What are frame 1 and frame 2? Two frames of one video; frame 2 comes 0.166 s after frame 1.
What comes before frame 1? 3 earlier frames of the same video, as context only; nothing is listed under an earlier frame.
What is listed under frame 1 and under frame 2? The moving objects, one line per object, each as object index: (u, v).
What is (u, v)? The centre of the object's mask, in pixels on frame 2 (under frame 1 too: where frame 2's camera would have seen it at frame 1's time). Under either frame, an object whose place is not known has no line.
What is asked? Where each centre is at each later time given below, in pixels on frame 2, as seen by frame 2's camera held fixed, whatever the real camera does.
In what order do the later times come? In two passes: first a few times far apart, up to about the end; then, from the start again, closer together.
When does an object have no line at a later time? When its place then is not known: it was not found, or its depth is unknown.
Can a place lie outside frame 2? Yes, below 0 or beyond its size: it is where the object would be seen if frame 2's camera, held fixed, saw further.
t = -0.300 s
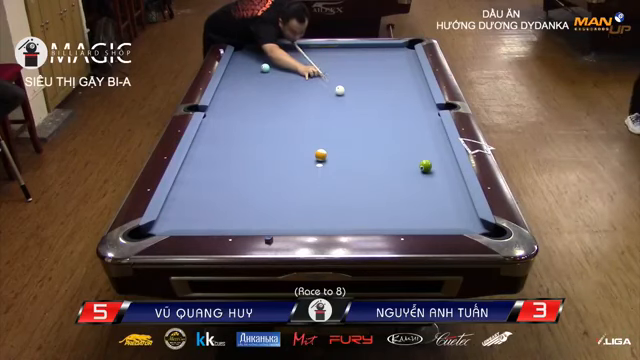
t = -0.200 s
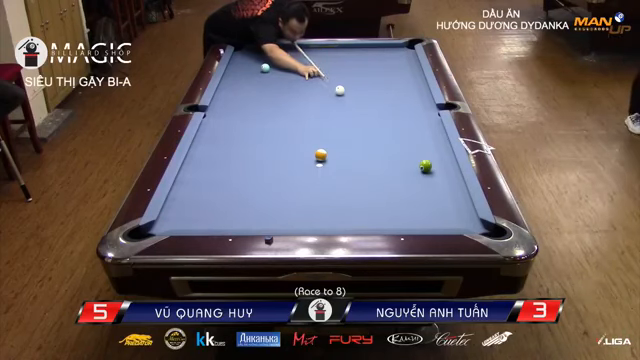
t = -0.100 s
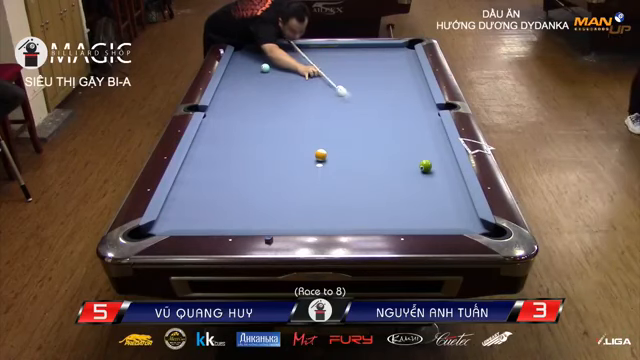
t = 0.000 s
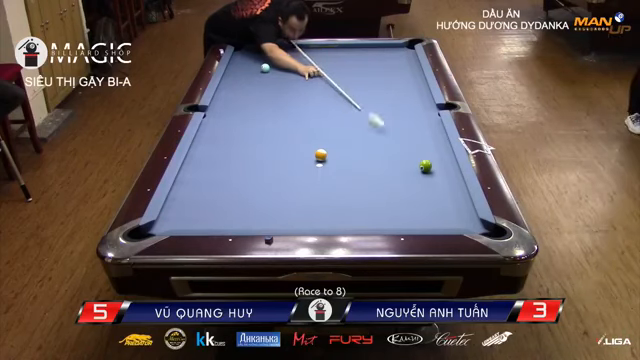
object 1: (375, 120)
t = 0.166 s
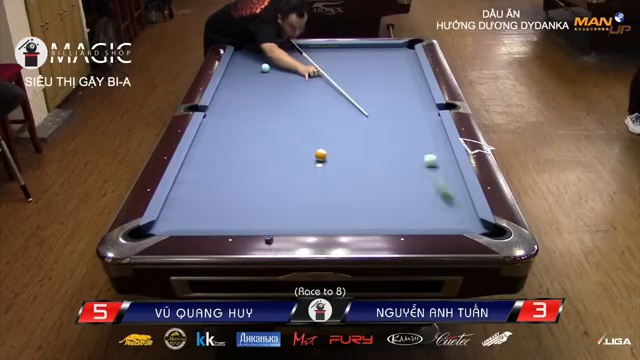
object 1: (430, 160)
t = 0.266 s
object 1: (442, 159)
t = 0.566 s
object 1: (438, 153)
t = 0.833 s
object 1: (424, 148)
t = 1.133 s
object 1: (411, 142)
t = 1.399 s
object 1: (400, 138)
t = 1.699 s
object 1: (389, 134)
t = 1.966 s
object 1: (380, 131)
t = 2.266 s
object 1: (372, 127)
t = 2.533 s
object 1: (365, 125)
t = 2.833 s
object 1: (359, 122)
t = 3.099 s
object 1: (354, 120)
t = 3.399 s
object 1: (350, 118)
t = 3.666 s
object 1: (346, 117)
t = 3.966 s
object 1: (344, 116)
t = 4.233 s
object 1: (342, 115)
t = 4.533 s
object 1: (341, 115)
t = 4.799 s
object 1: (341, 115)
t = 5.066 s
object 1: (341, 114)
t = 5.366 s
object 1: (341, 115)
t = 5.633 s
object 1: (341, 115)
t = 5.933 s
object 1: (341, 115)
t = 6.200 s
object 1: (341, 115)
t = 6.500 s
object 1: (341, 115)
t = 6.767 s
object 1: (341, 114)
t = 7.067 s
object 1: (341, 115)
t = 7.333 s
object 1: (341, 115)
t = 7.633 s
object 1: (341, 115)
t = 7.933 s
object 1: (341, 115)
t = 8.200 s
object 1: (341, 114)
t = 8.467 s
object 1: (341, 115)
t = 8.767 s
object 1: (341, 115)
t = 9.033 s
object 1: (341, 115)
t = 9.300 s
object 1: (341, 114)
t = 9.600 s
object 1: (341, 115)
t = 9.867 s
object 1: (341, 115)
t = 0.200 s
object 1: (434, 160)
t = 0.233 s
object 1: (438, 160)
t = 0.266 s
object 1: (442, 159)
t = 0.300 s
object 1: (445, 159)
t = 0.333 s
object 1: (448, 158)
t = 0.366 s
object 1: (449, 158)
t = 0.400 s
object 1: (447, 157)
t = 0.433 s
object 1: (446, 156)
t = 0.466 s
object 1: (443, 156)
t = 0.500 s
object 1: (441, 155)
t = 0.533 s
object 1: (440, 154)
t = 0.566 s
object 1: (438, 153)
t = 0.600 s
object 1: (436, 153)
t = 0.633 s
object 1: (434, 152)
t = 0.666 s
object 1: (433, 151)
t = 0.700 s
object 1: (431, 151)
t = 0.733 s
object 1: (430, 150)
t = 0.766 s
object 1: (428, 149)
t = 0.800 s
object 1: (426, 148)
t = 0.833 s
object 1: (424, 148)
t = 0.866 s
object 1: (422, 147)
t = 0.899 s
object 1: (421, 147)
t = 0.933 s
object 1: (419, 146)
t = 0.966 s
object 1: (418, 145)
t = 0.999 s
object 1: (416, 145)
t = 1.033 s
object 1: (415, 144)
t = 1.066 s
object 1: (413, 143)
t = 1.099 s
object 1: (412, 143)
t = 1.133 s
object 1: (411, 142)
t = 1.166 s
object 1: (409, 142)
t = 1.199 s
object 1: (408, 141)
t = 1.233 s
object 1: (407, 141)
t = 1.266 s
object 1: (405, 140)
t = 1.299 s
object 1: (404, 139)
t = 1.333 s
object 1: (403, 139)
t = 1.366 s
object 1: (401, 138)
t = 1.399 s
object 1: (400, 138)
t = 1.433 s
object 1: (399, 138)
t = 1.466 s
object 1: (397, 137)
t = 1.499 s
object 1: (396, 136)
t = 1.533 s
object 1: (395, 136)
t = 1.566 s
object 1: (394, 135)
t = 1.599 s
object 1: (392, 135)
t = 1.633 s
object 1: (391, 134)
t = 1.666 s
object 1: (390, 134)
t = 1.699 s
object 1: (389, 134)
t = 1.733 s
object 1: (388, 133)
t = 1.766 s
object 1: (387, 133)
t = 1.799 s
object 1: (386, 133)
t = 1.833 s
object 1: (385, 132)
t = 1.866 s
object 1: (383, 132)
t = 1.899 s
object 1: (382, 131)
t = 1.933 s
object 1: (381, 131)
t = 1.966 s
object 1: (380, 131)
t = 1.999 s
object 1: (379, 130)
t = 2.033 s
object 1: (379, 130)
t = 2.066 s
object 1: (378, 129)
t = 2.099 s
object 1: (376, 129)
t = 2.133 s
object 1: (376, 129)
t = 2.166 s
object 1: (375, 128)
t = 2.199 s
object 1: (374, 128)
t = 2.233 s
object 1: (373, 127)
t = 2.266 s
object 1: (372, 127)
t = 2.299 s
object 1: (371, 126)
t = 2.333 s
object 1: (370, 127)
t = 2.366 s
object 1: (369, 126)
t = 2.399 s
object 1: (368, 126)
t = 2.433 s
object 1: (368, 125)
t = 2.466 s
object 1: (367, 125)
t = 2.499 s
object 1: (366, 125)
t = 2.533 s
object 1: (365, 125)
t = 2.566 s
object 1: (364, 124)
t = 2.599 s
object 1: (364, 124)
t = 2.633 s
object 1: (363, 124)
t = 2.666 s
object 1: (362, 123)
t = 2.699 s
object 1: (362, 123)
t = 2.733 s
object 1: (361, 123)
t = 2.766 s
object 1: (360, 122)
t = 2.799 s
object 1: (360, 122)
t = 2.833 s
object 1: (359, 122)
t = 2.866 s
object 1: (358, 122)
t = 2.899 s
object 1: (358, 121)
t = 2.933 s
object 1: (357, 121)
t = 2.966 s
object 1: (356, 121)
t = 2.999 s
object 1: (356, 121)
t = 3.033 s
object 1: (355, 120)
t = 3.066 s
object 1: (355, 120)
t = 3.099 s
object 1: (354, 120)
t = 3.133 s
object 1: (354, 120)
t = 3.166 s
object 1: (353, 119)
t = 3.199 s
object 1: (353, 119)
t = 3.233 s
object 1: (352, 119)
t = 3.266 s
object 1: (351, 119)
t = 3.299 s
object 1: (351, 119)
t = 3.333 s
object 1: (350, 118)
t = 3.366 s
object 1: (350, 118)
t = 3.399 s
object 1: (350, 118)
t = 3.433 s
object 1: (349, 118)
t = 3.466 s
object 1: (349, 118)
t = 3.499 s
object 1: (348, 118)
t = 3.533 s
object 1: (348, 118)
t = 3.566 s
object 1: (347, 117)
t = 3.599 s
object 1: (347, 117)
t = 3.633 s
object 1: (346, 117)
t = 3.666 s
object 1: (346, 117)
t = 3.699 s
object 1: (346, 117)
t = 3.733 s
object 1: (346, 117)
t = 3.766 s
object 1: (345, 116)
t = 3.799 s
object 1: (345, 116)
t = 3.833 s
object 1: (345, 116)
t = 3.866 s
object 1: (344, 116)
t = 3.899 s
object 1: (344, 116)
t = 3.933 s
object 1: (344, 116)
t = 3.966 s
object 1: (344, 116)
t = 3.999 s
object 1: (343, 116)
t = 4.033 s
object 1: (343, 116)
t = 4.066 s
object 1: (343, 115)
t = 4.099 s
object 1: (343, 116)
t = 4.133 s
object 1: (343, 115)
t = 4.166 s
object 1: (342, 115)
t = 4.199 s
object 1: (342, 115)
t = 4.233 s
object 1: (342, 115)
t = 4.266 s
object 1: (342, 115)
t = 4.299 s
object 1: (342, 115)
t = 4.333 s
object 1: (341, 115)
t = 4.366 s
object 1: (341, 115)
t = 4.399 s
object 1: (341, 115)
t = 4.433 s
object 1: (341, 115)
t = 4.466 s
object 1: (341, 115)
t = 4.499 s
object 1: (341, 115)
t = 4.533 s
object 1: (341, 115)
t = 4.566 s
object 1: (341, 115)
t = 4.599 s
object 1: (341, 115)
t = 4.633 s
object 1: (341, 115)
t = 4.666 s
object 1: (341, 115)
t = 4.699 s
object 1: (341, 115)
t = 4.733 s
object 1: (341, 114)
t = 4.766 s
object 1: (341, 115)
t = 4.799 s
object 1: (341, 115)
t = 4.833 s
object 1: (341, 114)
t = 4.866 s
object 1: (341, 115)
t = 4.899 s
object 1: (341, 115)
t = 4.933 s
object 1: (341, 115)
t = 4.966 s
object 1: (341, 115)
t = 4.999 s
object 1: (341, 115)
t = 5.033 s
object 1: (341, 115)
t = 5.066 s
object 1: (341, 114)
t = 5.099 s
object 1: (341, 115)
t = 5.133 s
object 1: (341, 115)
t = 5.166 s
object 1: (341, 115)
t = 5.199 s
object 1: (341, 115)
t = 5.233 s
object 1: (341, 115)
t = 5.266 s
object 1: (341, 114)
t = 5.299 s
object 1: (341, 115)
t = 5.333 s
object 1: (341, 115)
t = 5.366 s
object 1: (341, 115)
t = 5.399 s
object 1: (341, 115)
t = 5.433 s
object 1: (341, 114)
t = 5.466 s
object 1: (341, 114)
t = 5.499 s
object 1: (341, 115)
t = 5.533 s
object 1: (341, 114)
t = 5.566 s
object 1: (341, 115)
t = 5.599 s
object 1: (341, 114)
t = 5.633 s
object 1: (341, 115)
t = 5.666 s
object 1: (341, 115)
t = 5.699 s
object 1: (341, 114)
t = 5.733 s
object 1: (341, 114)
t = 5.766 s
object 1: (341, 114)
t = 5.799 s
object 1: (341, 115)
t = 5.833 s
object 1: (341, 114)
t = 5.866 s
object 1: (341, 114)
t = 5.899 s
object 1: (341, 115)
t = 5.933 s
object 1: (341, 115)
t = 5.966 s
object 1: (341, 115)
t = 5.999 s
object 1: (341, 115)
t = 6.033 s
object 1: (341, 115)
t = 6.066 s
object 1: (341, 115)
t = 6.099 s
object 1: (341, 114)
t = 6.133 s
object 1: (341, 115)
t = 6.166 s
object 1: (341, 115)
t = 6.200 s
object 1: (341, 115)
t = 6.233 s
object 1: (341, 114)
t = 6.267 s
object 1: (341, 114)
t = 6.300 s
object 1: (341, 115)
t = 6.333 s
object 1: (341, 114)
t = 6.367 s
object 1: (341, 114)
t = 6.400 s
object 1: (341, 114)
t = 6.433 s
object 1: (341, 115)
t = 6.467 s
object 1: (341, 115)
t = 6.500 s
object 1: (341, 115)
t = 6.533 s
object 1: (341, 115)
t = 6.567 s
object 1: (341, 115)
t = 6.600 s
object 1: (341, 115)
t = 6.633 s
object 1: (341, 114)
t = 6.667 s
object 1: (341, 115)
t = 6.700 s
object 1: (341, 115)
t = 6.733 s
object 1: (341, 115)
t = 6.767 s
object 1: (341, 114)
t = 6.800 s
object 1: (341, 115)
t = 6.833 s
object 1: (341, 114)
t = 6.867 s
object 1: (341, 115)
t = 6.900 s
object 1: (341, 115)
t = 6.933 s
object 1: (341, 114)
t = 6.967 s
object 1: (341, 115)
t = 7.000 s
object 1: (341, 114)
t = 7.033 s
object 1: (341, 114)
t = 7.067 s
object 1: (341, 115)
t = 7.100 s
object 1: (341, 114)
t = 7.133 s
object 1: (341, 115)
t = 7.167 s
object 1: (341, 115)
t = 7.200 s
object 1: (341, 115)
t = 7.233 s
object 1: (341, 115)
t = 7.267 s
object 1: (341, 114)
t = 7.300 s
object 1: (341, 115)
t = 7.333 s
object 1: (341, 115)
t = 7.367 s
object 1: (341, 114)
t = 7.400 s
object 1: (341, 114)
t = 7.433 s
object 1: (341, 114)
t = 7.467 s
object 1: (341, 115)
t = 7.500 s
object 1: (341, 115)
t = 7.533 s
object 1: (341, 115)
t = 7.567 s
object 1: (341, 115)
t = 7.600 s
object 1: (341, 115)
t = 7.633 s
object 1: (341, 115)
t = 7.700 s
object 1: (341, 115)
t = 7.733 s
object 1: (341, 115)
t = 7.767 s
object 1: (341, 115)
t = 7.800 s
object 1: (341, 115)
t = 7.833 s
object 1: (341, 115)
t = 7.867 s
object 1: (341, 115)
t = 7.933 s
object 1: (341, 115)
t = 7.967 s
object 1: (341, 115)
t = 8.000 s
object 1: (341, 115)
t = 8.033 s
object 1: (341, 114)
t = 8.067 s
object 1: (341, 115)
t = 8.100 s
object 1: (341, 115)
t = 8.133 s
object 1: (341, 114)
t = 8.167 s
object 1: (341, 114)
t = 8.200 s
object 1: (341, 114)
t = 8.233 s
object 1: (341, 114)
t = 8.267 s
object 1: (341, 114)
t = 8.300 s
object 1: (341, 115)
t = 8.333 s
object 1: (341, 115)
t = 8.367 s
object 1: (341, 114)
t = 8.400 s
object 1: (341, 114)
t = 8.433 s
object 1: (341, 115)
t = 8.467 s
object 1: (341, 115)
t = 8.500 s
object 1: (341, 115)
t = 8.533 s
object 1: (341, 115)
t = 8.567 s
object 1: (341, 114)
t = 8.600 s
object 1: (341, 115)
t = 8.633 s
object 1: (341, 114)
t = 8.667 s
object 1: (341, 114)
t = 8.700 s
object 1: (341, 115)
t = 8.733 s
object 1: (341, 115)
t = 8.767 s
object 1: (341, 115)
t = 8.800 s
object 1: (341, 115)
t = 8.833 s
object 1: (341, 115)
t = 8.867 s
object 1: (341, 114)
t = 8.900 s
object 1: (341, 114)
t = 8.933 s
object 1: (341, 115)
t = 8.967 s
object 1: (341, 114)
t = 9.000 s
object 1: (341, 114)
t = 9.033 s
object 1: (341, 115)
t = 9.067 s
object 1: (341, 114)
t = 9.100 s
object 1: (341, 114)
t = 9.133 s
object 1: (341, 115)
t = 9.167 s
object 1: (341, 114)
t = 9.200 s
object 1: (341, 114)
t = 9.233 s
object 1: (341, 115)
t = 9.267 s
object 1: (341, 114)
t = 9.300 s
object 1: (341, 114)
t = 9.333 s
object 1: (341, 114)
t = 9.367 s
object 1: (341, 115)
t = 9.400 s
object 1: (341, 115)
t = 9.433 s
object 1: (341, 115)
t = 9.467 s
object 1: (341, 114)
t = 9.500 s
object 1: (341, 115)
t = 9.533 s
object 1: (341, 115)
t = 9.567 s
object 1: (341, 114)
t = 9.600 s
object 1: (341, 115)
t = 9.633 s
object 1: (341, 115)
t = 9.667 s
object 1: (341, 115)
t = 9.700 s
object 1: (341, 114)
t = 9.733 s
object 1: (341, 114)
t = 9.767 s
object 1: (341, 115)
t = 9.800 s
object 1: (341, 114)
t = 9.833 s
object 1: (341, 114)
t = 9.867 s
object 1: (341, 115)
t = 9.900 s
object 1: (341, 115)
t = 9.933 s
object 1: (341, 115)
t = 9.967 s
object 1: (341, 115)
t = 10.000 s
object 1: (341, 115)
